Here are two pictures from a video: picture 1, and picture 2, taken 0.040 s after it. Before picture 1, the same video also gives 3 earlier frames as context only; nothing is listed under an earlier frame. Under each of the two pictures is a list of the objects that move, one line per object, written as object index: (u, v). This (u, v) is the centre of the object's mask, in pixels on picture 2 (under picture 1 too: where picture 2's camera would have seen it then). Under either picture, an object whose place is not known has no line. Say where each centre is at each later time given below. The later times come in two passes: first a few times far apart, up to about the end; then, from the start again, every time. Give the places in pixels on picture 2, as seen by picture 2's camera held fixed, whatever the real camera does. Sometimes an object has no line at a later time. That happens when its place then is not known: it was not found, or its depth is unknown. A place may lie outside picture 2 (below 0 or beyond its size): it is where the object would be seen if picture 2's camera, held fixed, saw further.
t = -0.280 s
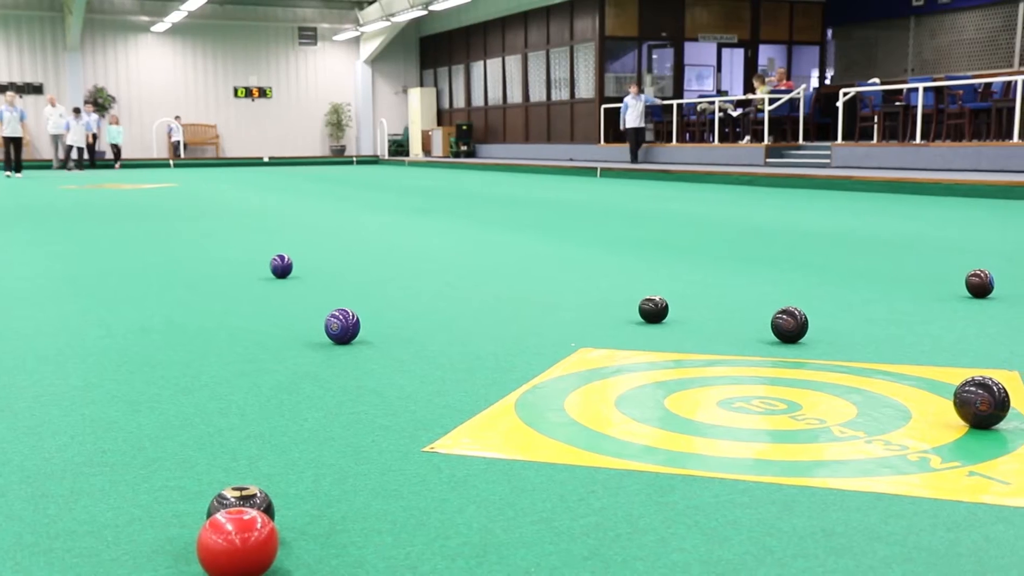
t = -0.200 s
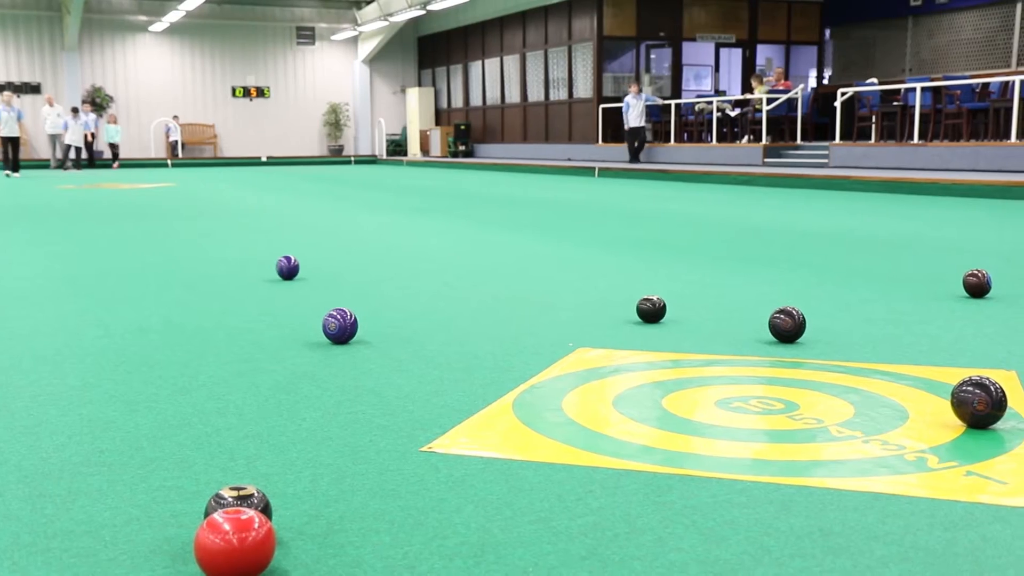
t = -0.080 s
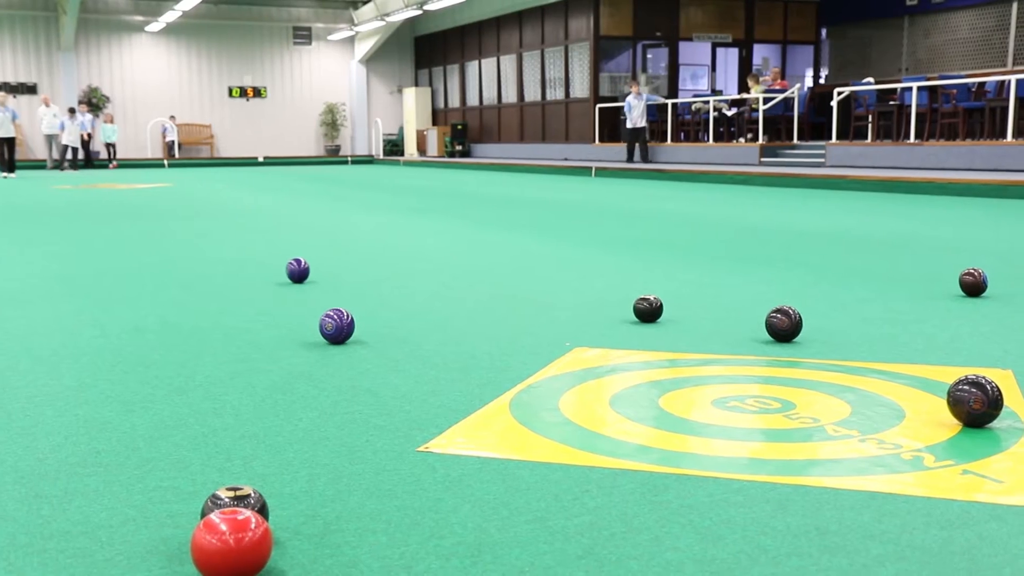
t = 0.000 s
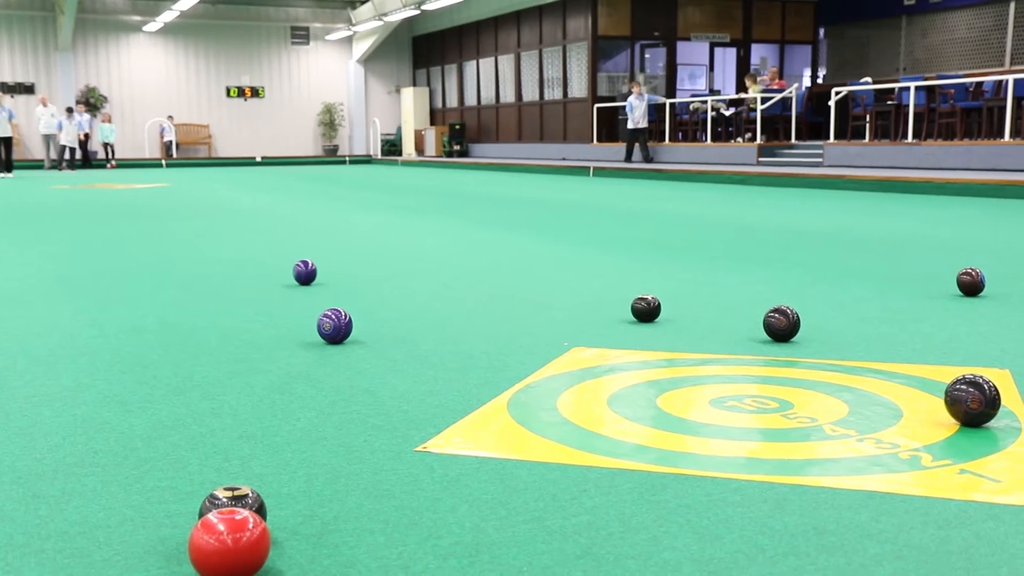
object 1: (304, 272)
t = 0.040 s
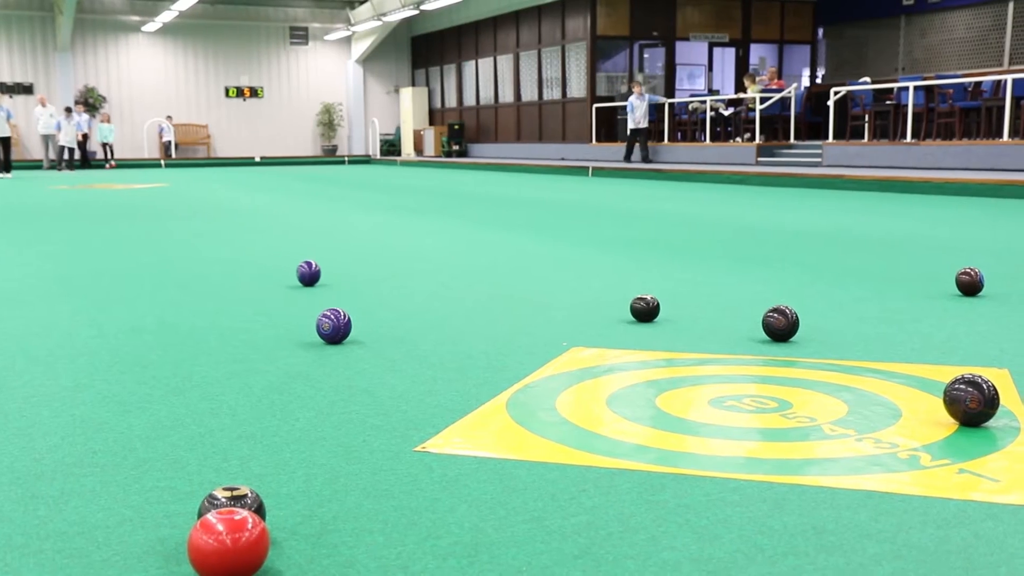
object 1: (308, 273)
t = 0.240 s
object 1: (332, 278)
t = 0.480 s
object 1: (363, 284)
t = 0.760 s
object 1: (401, 291)
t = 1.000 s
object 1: (435, 297)
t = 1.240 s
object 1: (472, 303)
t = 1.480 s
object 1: (511, 309)
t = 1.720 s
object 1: (552, 316)
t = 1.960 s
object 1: (595, 322)
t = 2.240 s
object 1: (646, 328)
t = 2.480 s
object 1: (692, 334)
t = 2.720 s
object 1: (737, 339)
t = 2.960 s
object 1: (782, 343)
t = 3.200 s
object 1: (824, 347)
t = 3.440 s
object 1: (864, 350)
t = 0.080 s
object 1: (313, 274)
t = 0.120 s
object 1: (318, 275)
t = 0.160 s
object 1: (323, 276)
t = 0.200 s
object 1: (328, 277)
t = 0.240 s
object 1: (332, 278)
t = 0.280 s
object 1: (337, 279)
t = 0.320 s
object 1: (342, 280)
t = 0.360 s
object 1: (348, 281)
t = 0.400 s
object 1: (353, 282)
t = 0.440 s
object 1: (358, 283)
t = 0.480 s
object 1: (363, 284)
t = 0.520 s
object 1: (368, 284)
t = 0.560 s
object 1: (373, 286)
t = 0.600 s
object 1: (379, 287)
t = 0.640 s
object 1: (384, 288)
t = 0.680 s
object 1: (389, 289)
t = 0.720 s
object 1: (395, 290)
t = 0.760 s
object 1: (401, 291)
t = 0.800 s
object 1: (406, 292)
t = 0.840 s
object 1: (412, 293)
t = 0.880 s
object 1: (418, 294)
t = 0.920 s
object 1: (423, 295)
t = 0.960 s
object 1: (429, 296)
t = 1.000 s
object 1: (435, 297)
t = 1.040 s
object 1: (441, 298)
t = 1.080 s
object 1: (447, 299)
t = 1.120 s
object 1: (454, 300)
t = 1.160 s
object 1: (460, 301)
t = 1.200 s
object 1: (466, 302)
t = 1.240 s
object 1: (472, 303)
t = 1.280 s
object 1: (479, 304)
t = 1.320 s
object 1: (485, 305)
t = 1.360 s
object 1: (492, 306)
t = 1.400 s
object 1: (498, 307)
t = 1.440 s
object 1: (505, 308)
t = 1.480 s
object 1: (511, 309)
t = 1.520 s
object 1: (518, 310)
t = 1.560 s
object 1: (525, 312)
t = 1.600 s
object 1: (531, 313)
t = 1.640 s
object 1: (538, 313)
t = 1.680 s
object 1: (545, 314)
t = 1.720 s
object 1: (552, 316)
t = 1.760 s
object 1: (559, 317)
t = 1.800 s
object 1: (566, 318)
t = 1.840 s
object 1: (573, 318)
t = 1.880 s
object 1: (581, 320)
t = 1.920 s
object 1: (588, 321)
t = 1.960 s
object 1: (595, 322)
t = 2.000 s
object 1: (602, 323)
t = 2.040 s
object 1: (609, 324)
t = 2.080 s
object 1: (616, 325)
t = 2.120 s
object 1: (624, 326)
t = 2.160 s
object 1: (632, 326)
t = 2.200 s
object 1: (639, 327)
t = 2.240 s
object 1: (646, 328)
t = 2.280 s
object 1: (654, 329)
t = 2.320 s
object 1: (661, 330)
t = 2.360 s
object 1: (669, 331)
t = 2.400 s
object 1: (676, 332)
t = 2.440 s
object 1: (684, 333)
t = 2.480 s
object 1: (692, 334)
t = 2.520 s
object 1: (699, 335)
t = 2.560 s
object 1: (707, 336)
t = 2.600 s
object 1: (714, 336)
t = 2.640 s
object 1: (722, 337)
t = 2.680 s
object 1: (729, 338)
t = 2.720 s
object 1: (737, 339)
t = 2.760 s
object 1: (744, 339)
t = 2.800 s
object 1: (752, 340)
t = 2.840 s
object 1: (760, 341)
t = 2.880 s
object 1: (767, 341)
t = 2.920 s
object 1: (774, 342)
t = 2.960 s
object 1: (782, 343)
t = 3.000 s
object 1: (789, 343)
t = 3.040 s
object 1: (796, 344)
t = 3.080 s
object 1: (803, 345)
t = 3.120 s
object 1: (810, 345)
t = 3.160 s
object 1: (817, 346)
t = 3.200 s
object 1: (824, 347)
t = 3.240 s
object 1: (831, 347)
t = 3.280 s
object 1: (838, 348)
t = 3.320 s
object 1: (844, 348)
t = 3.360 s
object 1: (851, 349)
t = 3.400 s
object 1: (857, 349)
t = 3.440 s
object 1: (864, 350)
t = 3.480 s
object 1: (870, 350)
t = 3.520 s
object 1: (876, 351)
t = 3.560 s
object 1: (882, 351)
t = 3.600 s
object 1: (888, 352)
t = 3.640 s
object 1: (894, 352)
